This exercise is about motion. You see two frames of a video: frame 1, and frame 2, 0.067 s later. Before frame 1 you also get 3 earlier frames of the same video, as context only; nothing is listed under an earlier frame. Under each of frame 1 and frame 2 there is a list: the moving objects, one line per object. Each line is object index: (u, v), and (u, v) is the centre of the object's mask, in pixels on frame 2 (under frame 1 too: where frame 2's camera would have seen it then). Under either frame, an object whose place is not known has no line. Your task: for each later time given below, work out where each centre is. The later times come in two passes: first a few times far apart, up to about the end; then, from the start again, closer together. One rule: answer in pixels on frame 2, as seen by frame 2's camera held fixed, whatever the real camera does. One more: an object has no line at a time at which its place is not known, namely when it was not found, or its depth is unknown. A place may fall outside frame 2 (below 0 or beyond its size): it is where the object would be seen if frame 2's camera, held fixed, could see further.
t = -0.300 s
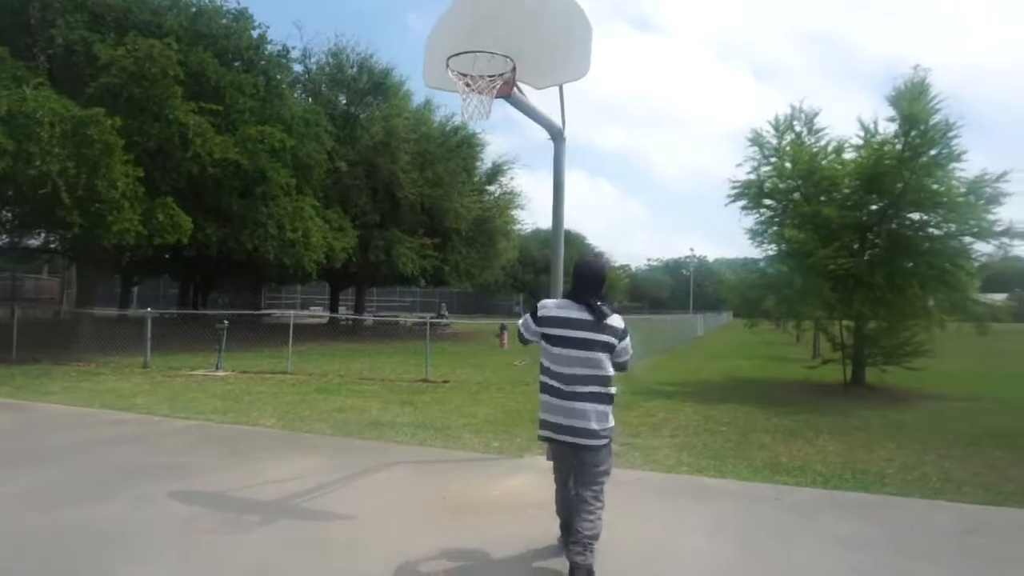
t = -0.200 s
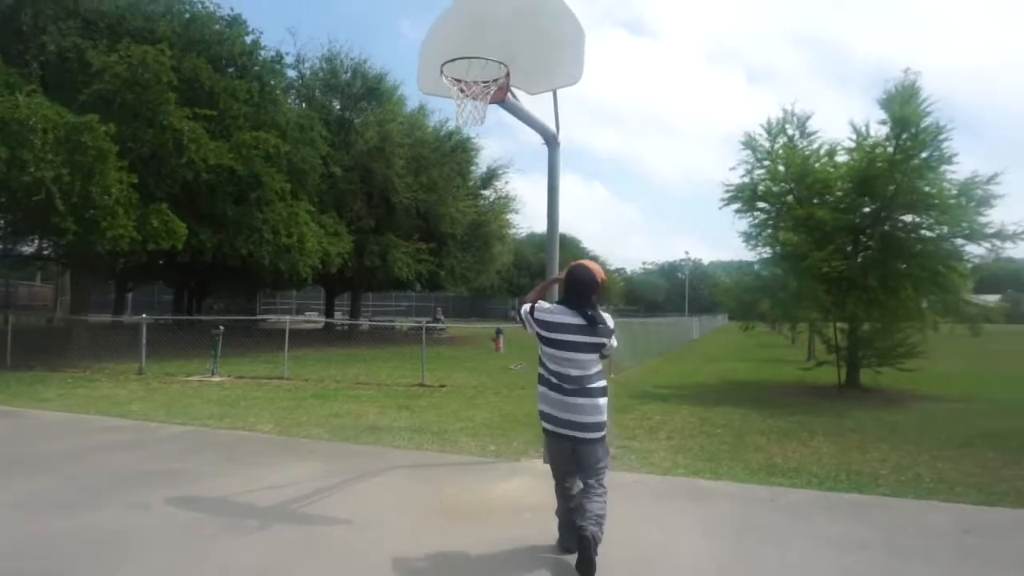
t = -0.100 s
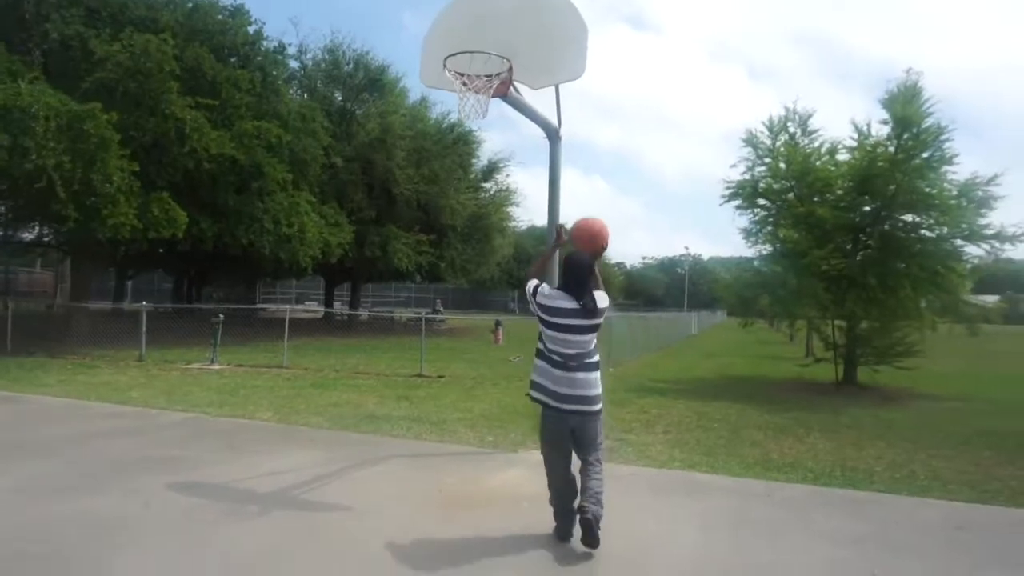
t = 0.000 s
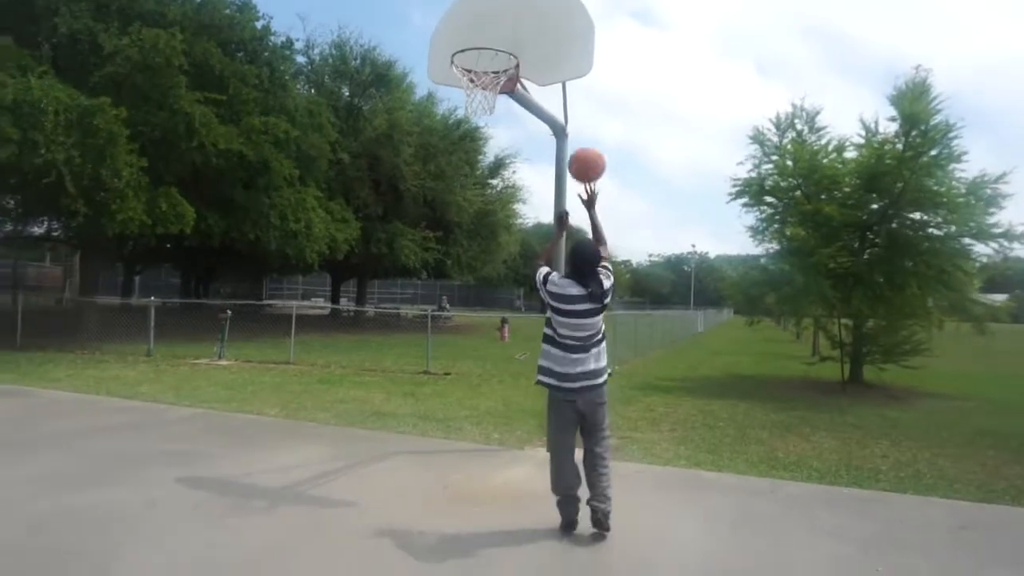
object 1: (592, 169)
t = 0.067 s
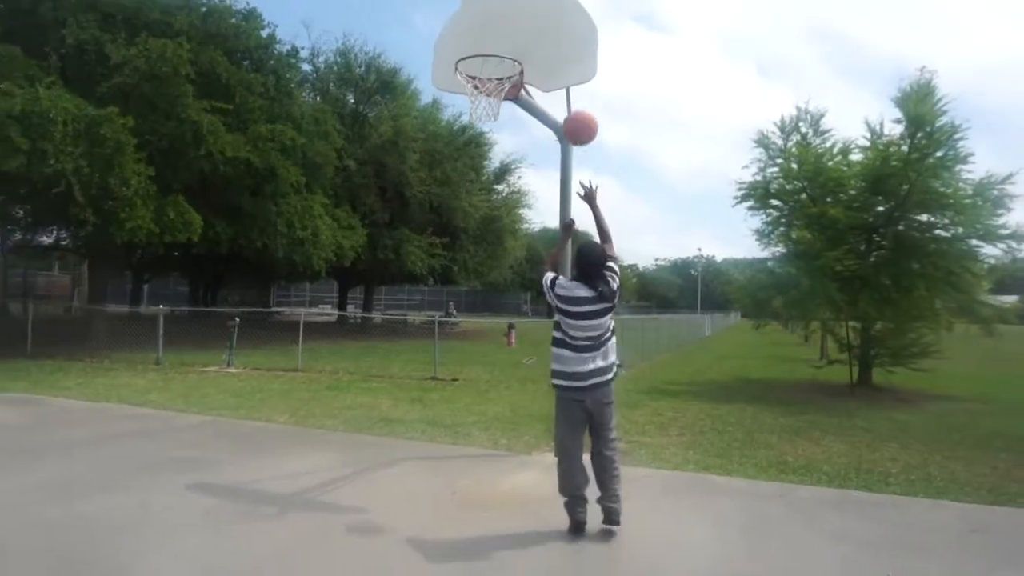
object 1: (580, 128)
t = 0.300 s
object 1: (541, 51)
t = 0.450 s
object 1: (507, 45)
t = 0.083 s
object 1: (577, 119)
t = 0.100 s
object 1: (574, 111)
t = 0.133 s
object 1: (567, 98)
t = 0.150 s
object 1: (564, 91)
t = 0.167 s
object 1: (561, 85)
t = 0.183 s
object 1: (558, 79)
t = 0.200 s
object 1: (556, 73)
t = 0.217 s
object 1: (554, 68)
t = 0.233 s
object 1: (552, 64)
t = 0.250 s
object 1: (550, 60)
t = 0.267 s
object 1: (547, 57)
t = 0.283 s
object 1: (545, 54)
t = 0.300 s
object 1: (541, 51)
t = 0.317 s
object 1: (538, 49)
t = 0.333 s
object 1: (534, 47)
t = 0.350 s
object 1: (531, 46)
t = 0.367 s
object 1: (528, 45)
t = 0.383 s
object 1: (524, 44)
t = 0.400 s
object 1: (519, 44)
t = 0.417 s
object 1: (516, 44)
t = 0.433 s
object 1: (512, 45)
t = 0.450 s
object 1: (507, 45)
